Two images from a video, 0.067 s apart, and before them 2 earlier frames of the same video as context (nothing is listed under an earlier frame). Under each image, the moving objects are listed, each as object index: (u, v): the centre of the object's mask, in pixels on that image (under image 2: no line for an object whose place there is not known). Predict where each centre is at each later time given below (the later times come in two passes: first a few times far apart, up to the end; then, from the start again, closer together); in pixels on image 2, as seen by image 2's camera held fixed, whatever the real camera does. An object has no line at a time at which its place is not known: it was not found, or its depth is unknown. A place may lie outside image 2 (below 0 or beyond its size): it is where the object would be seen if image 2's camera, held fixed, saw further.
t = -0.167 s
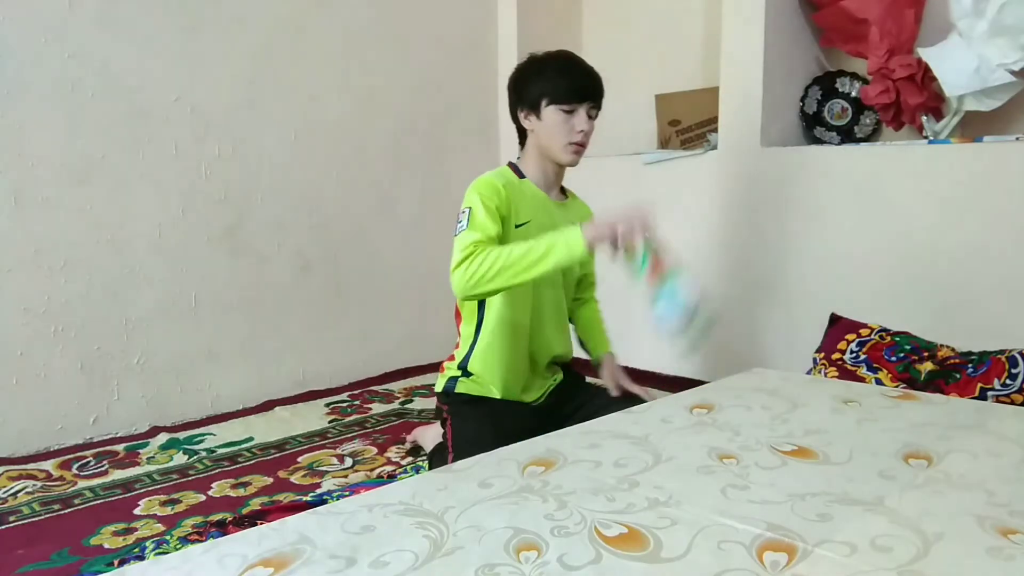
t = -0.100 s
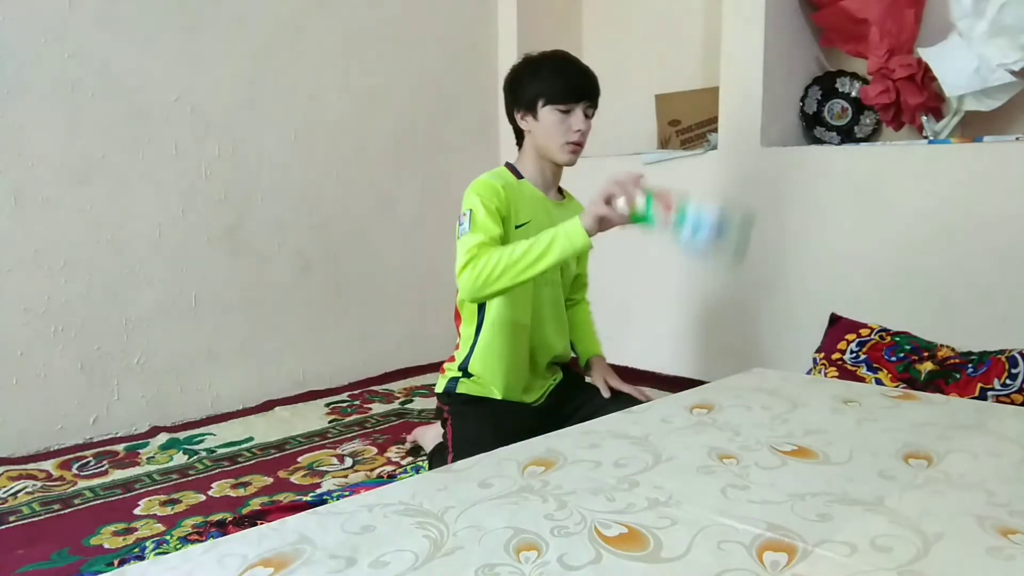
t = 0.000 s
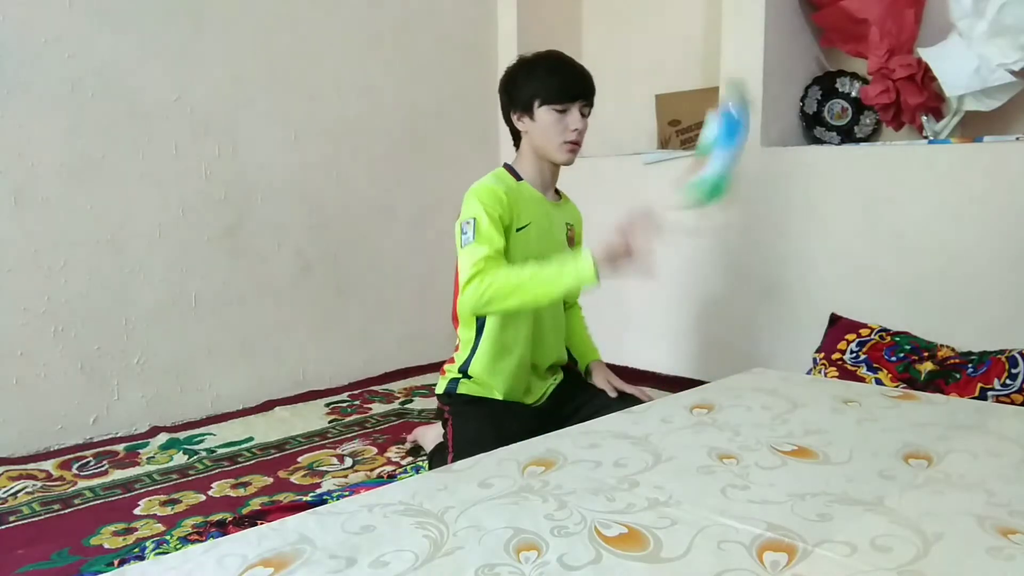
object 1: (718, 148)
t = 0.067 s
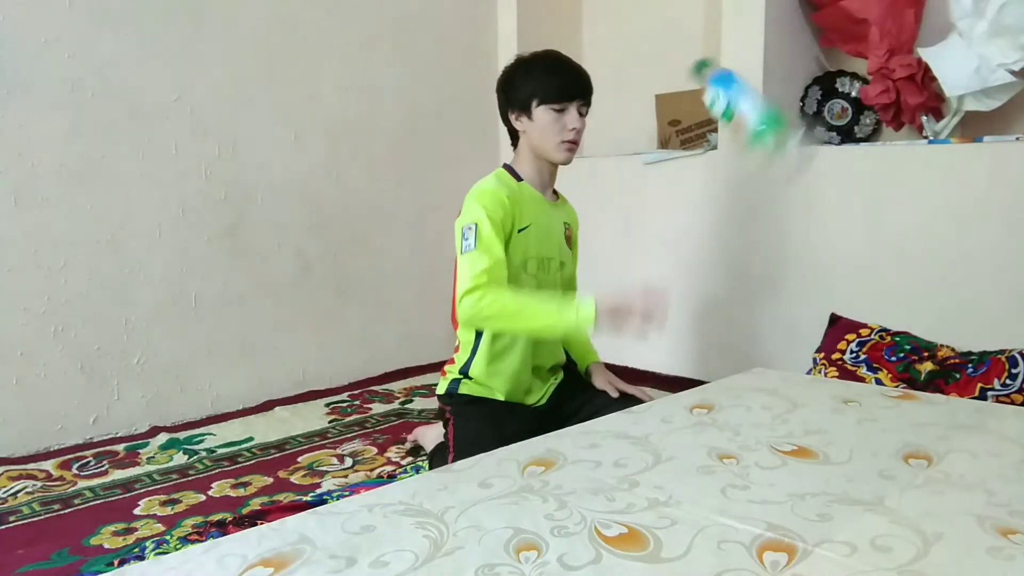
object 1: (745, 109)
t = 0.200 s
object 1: (769, 105)
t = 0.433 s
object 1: (792, 303)
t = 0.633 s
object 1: (783, 303)
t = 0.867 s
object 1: (772, 303)
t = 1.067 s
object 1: (770, 303)
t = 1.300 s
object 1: (777, 303)
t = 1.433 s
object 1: (776, 303)
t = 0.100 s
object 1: (766, 103)
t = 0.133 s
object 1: (768, 91)
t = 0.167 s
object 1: (767, 93)
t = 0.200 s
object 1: (769, 105)
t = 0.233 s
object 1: (772, 123)
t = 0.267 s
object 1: (777, 148)
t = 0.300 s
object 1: (780, 184)
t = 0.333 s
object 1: (780, 236)
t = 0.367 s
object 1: (786, 290)
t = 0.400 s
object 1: (791, 302)
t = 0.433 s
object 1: (792, 303)
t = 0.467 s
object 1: (791, 303)
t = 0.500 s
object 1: (790, 302)
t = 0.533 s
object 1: (787, 303)
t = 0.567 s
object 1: (785, 302)
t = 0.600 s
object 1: (784, 302)
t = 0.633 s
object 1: (783, 303)
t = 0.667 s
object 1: (782, 303)
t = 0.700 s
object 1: (781, 303)
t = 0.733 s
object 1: (779, 303)
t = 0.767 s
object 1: (777, 303)
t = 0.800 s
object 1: (775, 303)
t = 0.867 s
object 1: (772, 303)
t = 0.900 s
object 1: (772, 303)
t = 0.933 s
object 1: (772, 303)
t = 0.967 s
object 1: (772, 303)
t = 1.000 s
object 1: (772, 303)
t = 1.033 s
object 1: (771, 303)
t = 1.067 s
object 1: (770, 303)
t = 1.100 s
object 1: (770, 303)
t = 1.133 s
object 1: (770, 303)
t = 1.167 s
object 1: (772, 303)
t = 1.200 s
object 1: (774, 303)
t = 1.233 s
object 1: (776, 303)
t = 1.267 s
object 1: (776, 303)
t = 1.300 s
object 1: (777, 303)
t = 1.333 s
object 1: (777, 303)
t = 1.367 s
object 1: (777, 303)
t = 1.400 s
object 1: (777, 303)
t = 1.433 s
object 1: (776, 303)
